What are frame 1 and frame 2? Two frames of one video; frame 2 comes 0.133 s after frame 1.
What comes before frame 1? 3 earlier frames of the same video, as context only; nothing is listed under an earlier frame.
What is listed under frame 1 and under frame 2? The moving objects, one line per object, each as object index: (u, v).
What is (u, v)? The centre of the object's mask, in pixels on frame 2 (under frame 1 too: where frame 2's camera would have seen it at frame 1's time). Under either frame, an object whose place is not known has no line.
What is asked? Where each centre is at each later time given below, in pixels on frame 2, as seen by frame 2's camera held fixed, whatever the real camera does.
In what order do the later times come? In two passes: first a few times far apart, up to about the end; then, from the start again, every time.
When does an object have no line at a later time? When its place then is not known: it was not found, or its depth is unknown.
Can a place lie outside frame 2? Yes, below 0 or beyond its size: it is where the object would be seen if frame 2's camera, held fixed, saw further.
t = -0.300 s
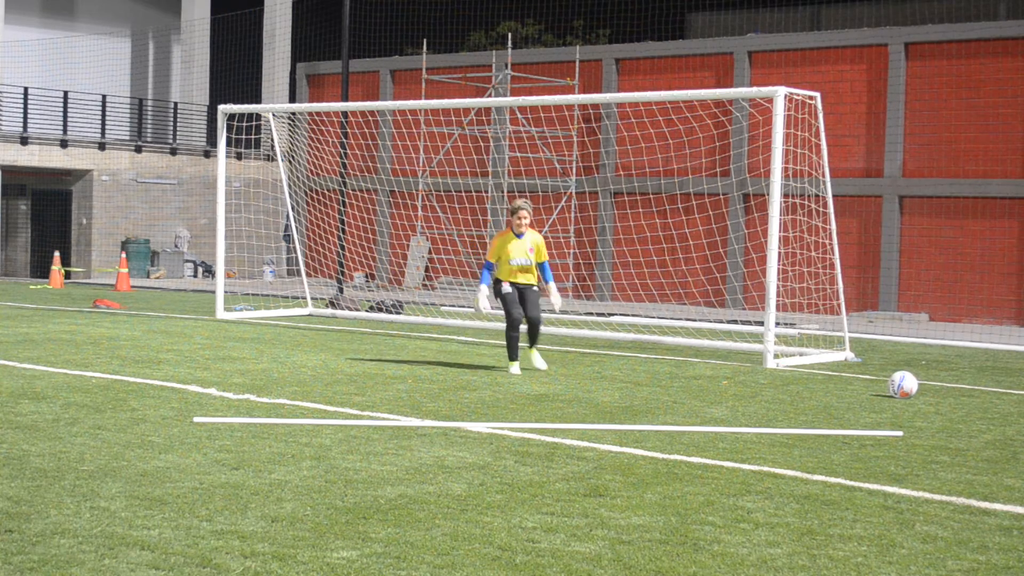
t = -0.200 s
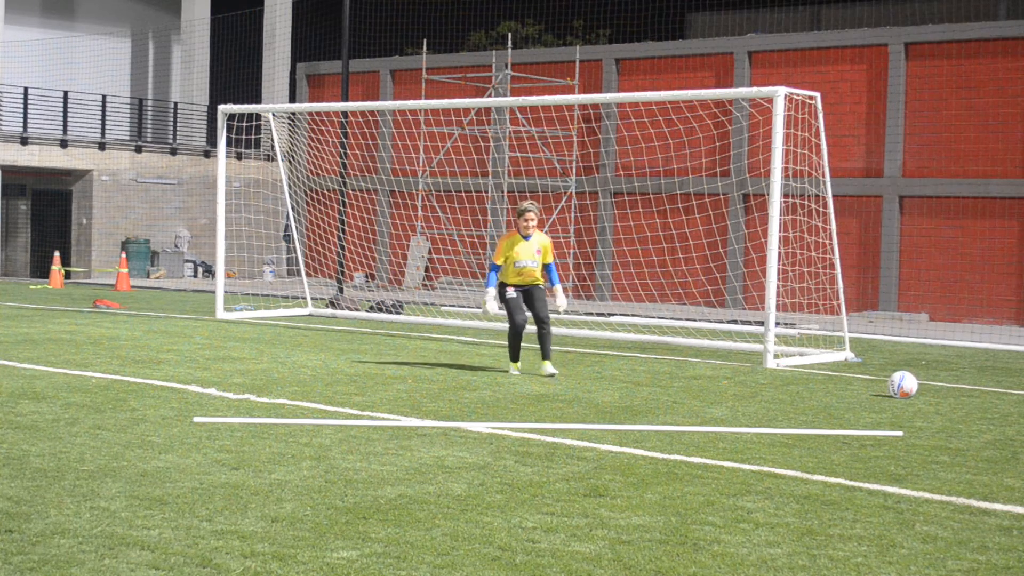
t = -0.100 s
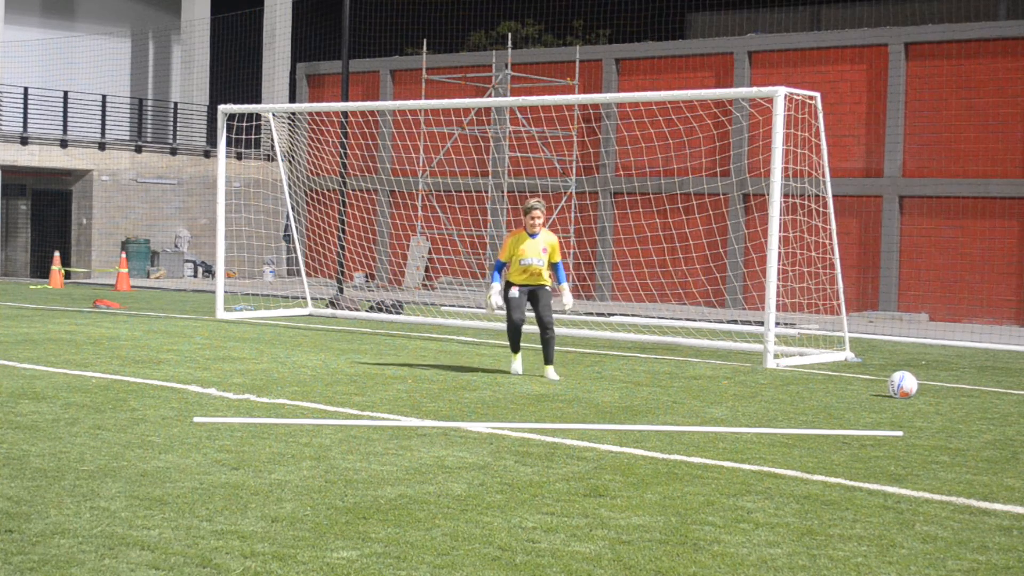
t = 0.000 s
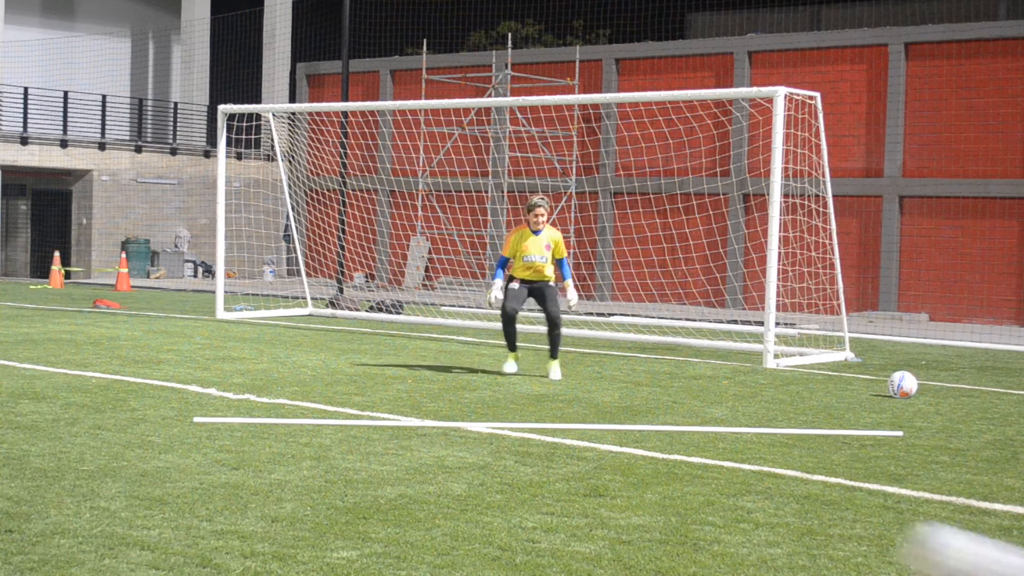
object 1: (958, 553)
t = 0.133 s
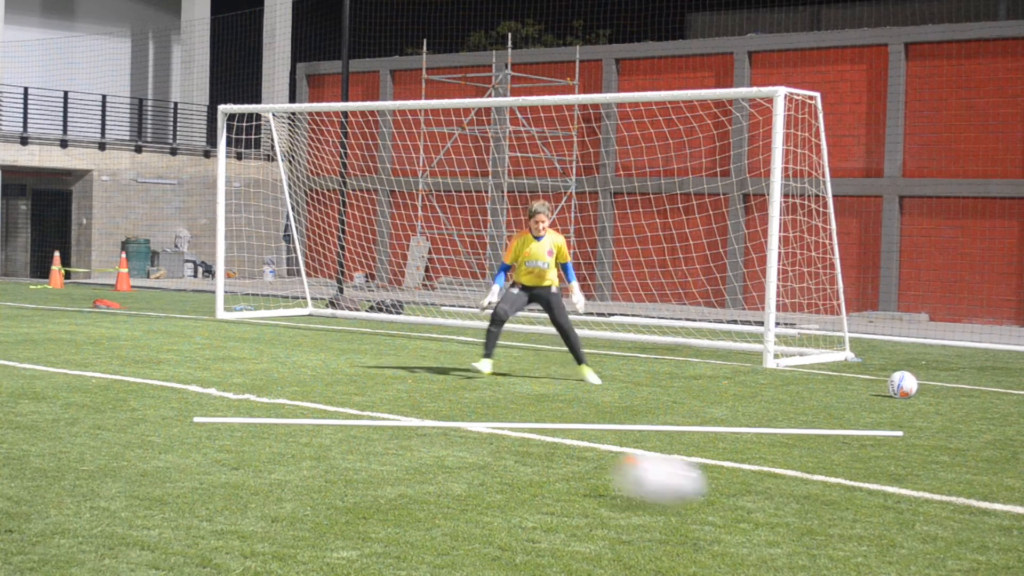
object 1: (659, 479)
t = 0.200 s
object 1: (571, 445)
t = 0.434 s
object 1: (387, 386)
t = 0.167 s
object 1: (609, 467)
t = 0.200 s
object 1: (571, 445)
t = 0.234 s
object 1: (535, 425)
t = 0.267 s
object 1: (502, 409)
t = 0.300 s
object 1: (474, 402)
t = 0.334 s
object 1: (450, 396)
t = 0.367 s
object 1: (426, 392)
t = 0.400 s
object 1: (406, 389)
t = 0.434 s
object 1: (387, 386)
